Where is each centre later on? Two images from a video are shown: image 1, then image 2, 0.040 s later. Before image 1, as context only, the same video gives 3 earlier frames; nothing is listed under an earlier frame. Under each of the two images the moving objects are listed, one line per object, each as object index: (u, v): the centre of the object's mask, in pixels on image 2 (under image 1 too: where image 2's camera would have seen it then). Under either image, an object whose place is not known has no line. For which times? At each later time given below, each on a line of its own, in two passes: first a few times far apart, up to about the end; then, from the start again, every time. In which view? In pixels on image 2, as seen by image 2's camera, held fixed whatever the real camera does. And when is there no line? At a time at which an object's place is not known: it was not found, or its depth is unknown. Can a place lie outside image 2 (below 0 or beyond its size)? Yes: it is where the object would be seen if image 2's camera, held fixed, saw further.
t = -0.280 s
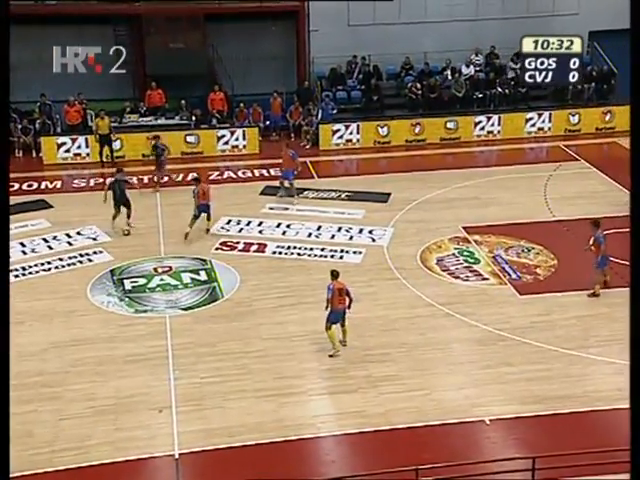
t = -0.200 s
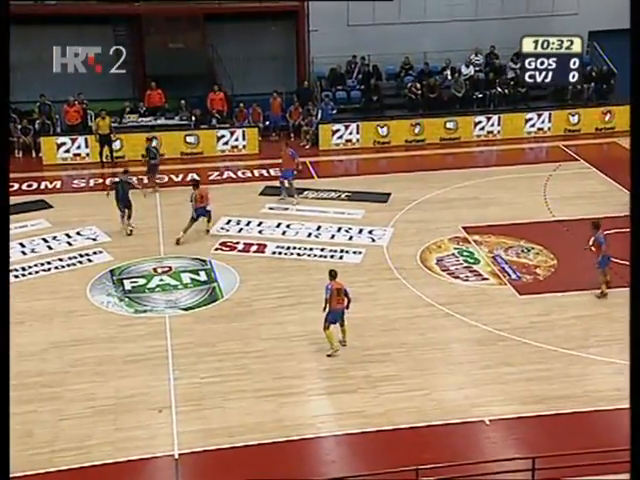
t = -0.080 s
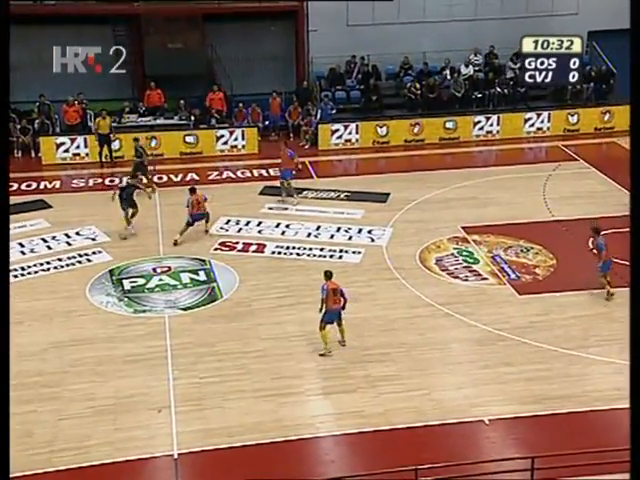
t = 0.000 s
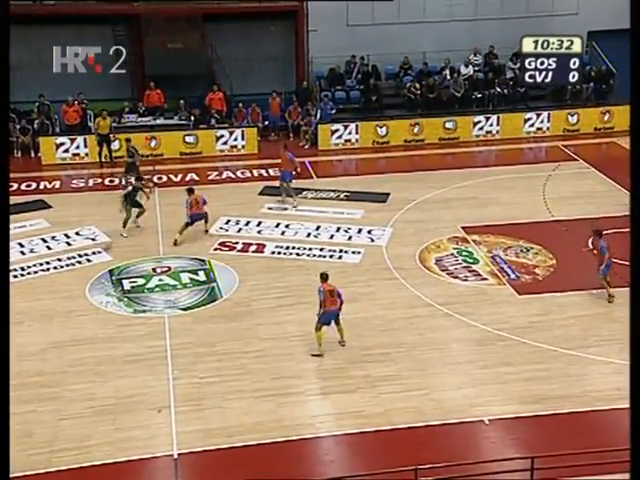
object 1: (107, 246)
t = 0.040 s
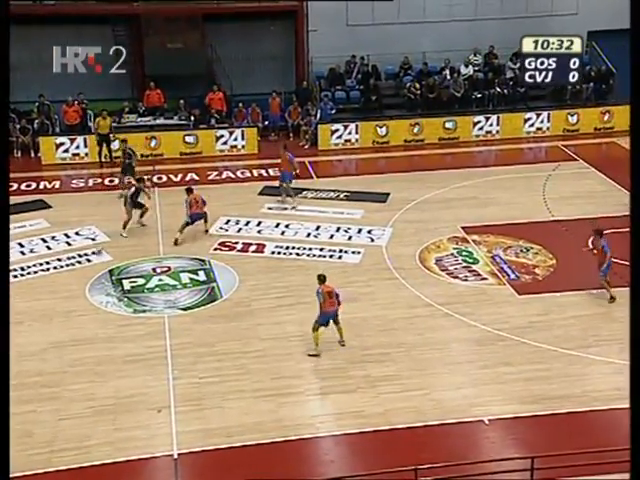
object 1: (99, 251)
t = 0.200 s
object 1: (66, 270)
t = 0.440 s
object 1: (22, 299)
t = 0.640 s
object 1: (-12, 321)
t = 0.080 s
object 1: (91, 256)
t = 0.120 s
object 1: (82, 260)
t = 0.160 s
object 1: (74, 265)
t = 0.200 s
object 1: (66, 270)
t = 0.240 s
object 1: (58, 276)
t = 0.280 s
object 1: (51, 280)
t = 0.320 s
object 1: (44, 285)
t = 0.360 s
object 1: (37, 289)
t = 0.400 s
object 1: (29, 293)
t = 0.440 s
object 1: (22, 299)
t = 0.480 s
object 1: (16, 302)
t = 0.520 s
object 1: (9, 306)
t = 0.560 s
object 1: (3, 311)
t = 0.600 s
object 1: (-7, 317)
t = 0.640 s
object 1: (-12, 321)
